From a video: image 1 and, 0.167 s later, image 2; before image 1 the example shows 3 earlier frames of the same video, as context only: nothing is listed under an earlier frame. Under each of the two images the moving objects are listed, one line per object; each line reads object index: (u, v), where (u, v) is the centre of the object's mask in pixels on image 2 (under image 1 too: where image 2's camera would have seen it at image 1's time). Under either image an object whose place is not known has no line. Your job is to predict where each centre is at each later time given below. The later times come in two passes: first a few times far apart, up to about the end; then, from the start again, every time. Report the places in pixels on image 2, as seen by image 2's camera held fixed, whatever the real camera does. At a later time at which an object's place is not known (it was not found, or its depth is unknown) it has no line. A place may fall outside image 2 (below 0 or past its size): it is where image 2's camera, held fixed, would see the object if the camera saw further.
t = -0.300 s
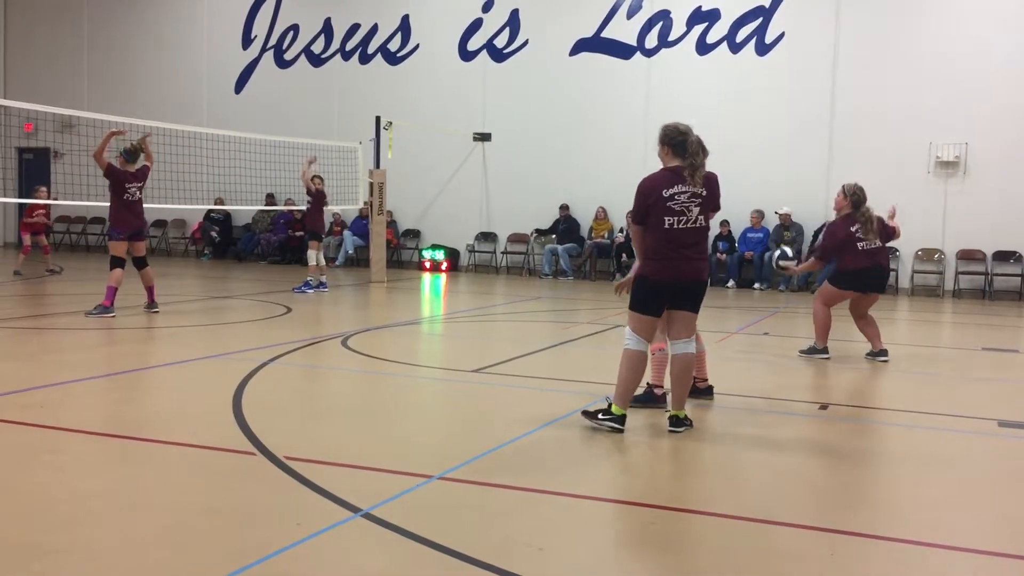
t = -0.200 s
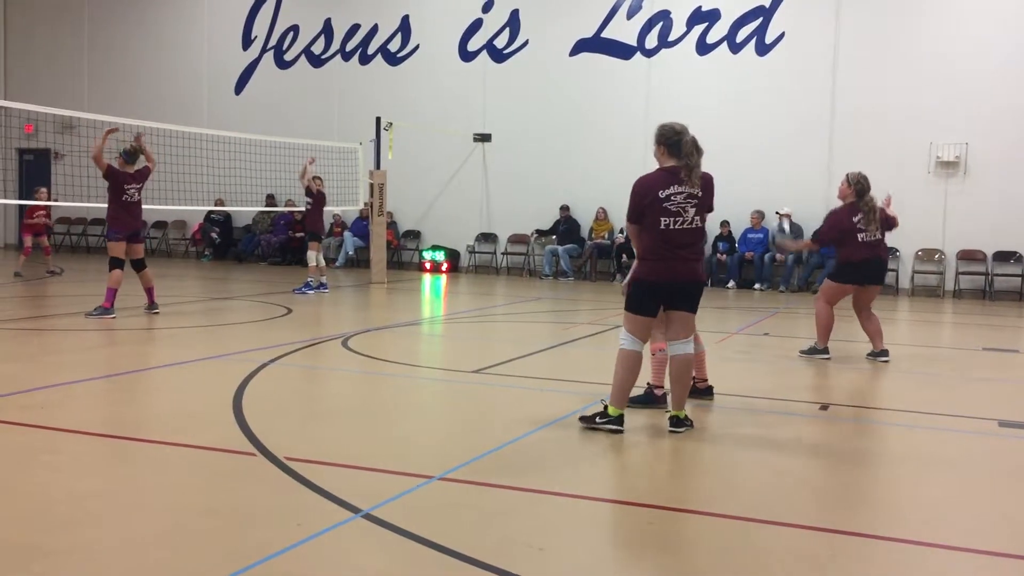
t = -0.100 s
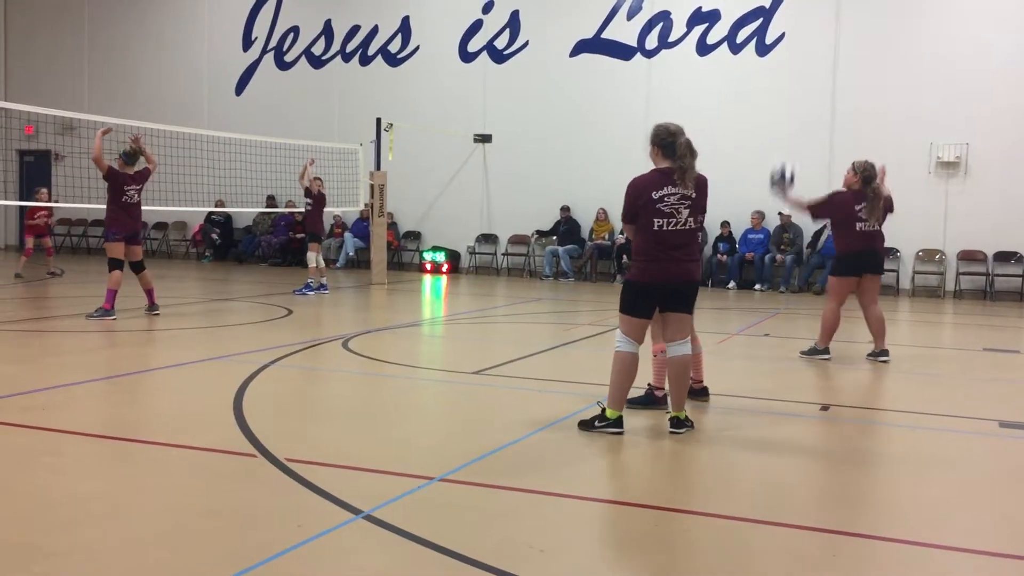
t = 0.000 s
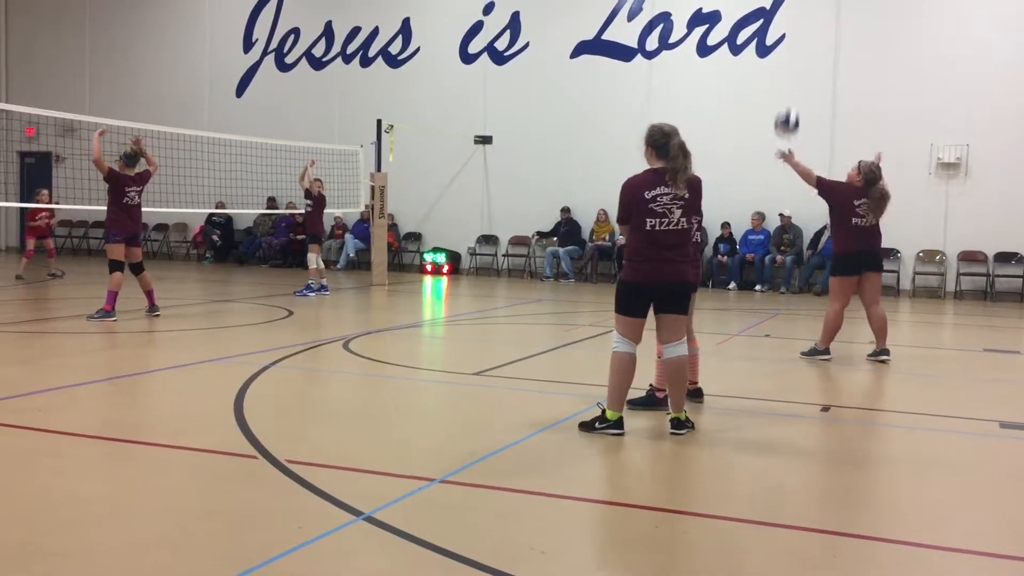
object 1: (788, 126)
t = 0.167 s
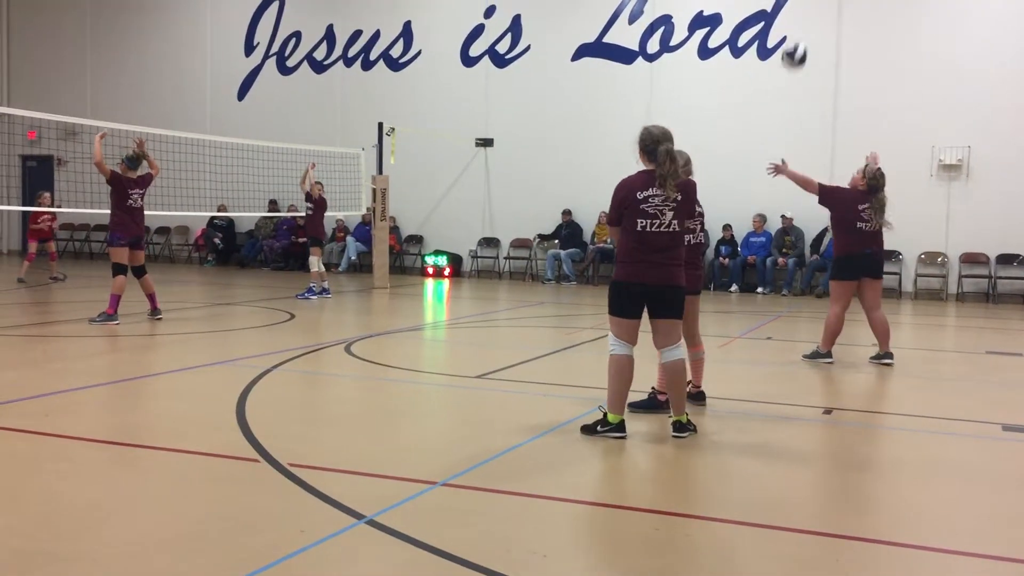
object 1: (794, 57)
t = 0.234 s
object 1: (797, 38)
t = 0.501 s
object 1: (803, 15)
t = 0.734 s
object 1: (807, 63)
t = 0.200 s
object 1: (796, 46)
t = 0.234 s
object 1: (797, 38)
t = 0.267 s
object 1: (798, 30)
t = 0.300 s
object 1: (799, 24)
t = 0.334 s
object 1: (800, 19)
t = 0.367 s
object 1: (800, 16)
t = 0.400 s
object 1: (801, 14)
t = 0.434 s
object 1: (802, 13)
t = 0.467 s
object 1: (803, 13)
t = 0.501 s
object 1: (803, 15)
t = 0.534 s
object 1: (804, 18)
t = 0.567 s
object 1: (805, 22)
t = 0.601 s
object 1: (806, 27)
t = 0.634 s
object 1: (806, 34)
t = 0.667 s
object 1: (807, 43)
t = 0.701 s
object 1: (807, 52)
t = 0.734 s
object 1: (807, 63)
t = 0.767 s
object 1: (808, 76)
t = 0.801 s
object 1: (807, 89)
